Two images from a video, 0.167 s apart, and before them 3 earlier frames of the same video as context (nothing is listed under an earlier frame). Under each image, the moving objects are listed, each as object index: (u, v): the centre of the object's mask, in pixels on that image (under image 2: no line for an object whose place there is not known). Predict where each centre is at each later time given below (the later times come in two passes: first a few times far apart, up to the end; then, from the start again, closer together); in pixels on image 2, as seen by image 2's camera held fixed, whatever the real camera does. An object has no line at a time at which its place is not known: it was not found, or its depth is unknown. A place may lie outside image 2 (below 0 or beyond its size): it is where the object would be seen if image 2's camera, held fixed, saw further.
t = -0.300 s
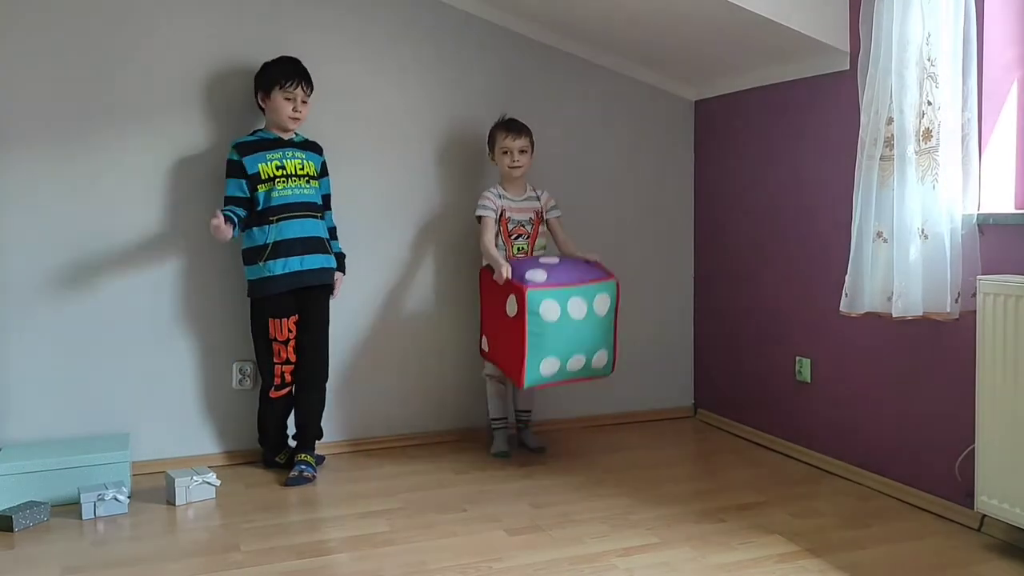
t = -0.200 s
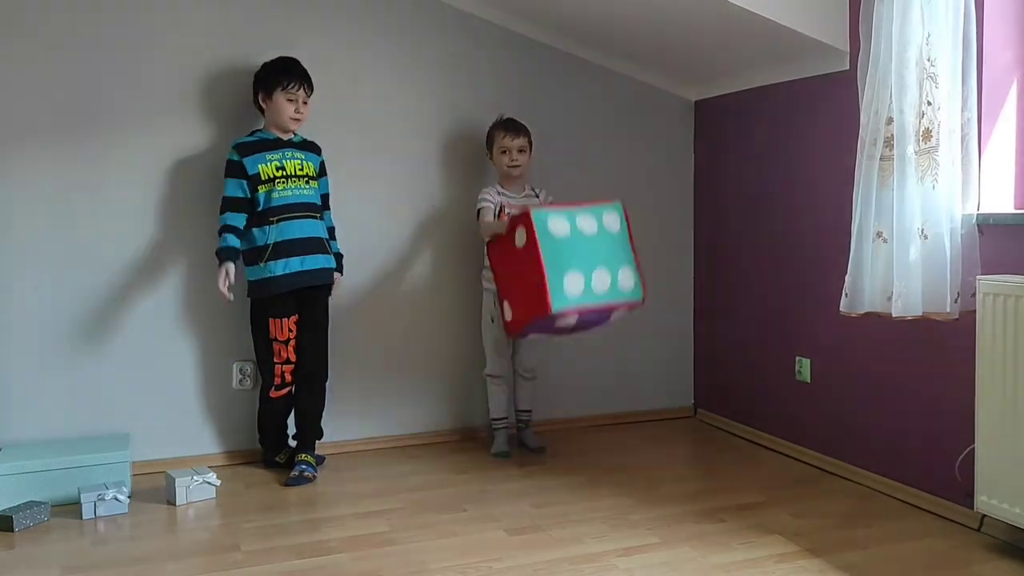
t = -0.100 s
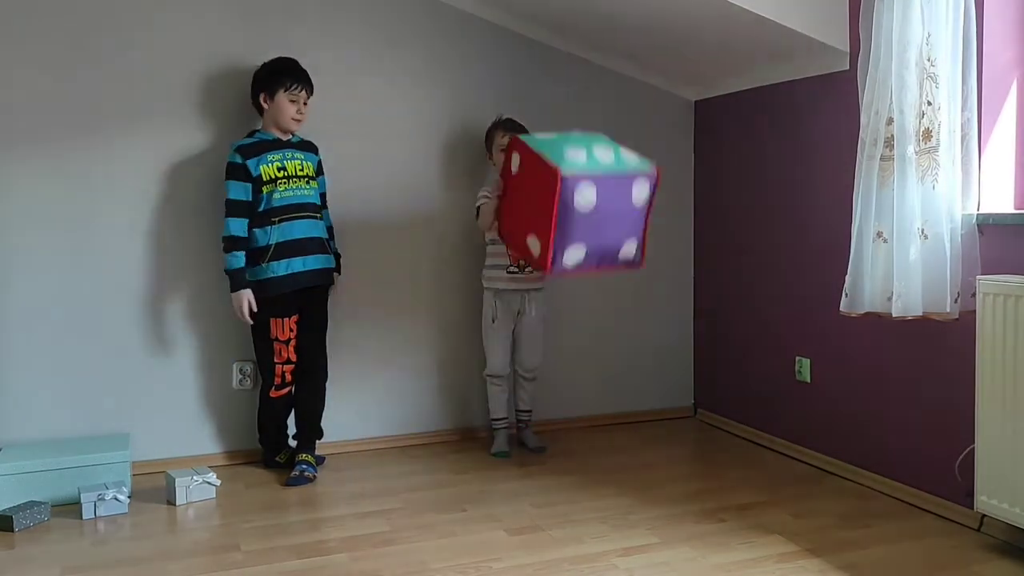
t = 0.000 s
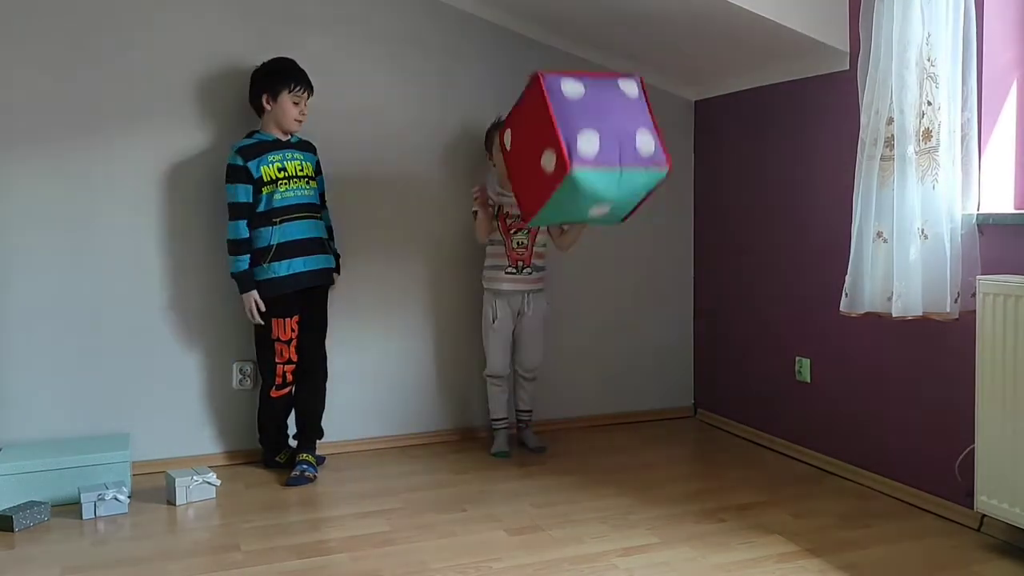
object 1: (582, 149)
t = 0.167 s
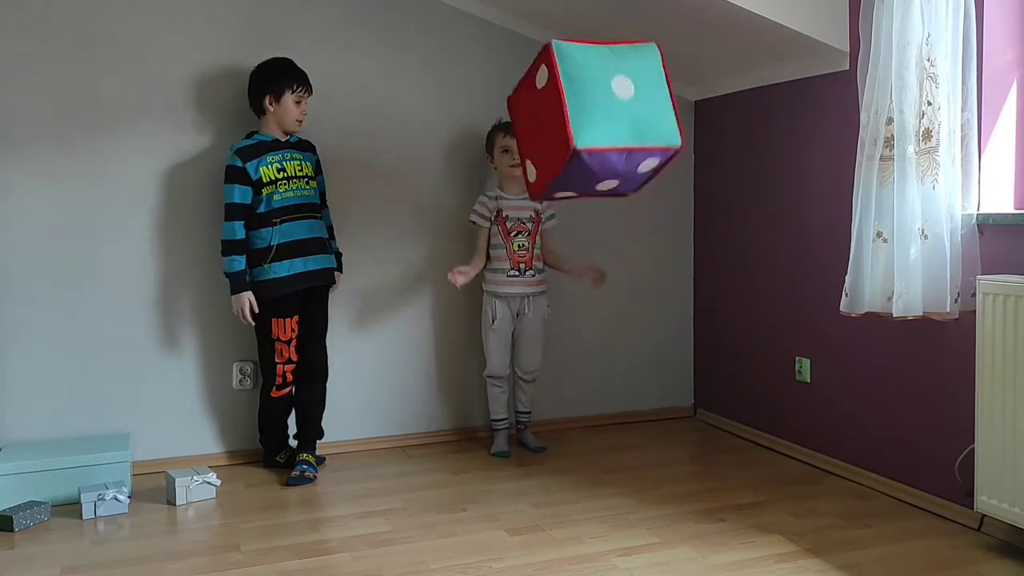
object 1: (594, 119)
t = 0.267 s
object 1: (601, 141)
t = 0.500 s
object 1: (624, 306)
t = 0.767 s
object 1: (620, 406)
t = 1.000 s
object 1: (591, 426)
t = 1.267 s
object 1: (548, 436)
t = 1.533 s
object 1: (523, 421)
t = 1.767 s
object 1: (519, 430)
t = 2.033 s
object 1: (522, 431)
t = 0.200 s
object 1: (596, 124)
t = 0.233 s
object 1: (598, 131)
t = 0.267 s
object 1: (601, 141)
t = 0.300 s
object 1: (606, 154)
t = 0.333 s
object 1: (608, 170)
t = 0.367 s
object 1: (610, 190)
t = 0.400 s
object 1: (612, 214)
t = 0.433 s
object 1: (616, 243)
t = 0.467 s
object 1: (620, 273)
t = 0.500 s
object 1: (624, 306)
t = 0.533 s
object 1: (627, 343)
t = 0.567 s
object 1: (629, 384)
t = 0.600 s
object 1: (632, 429)
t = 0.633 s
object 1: (635, 465)
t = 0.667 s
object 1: (635, 452)
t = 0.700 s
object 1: (630, 432)
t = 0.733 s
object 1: (625, 417)
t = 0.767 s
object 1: (620, 406)
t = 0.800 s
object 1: (615, 398)
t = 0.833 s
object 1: (610, 395)
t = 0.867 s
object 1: (606, 395)
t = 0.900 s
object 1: (602, 399)
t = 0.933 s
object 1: (599, 404)
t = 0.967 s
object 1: (595, 412)
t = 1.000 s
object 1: (591, 426)
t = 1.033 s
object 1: (587, 436)
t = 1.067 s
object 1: (581, 442)
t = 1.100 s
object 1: (575, 439)
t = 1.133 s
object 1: (569, 435)
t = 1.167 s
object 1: (563, 433)
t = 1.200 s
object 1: (557, 433)
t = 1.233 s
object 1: (551, 435)
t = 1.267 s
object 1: (548, 436)
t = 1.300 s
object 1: (543, 432)
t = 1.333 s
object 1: (539, 427)
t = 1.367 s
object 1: (536, 424)
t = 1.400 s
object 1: (533, 423)
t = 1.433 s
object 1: (530, 423)
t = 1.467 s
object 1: (528, 421)
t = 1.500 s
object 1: (525, 421)
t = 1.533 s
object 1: (523, 421)
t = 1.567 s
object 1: (522, 421)
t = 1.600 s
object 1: (520, 422)
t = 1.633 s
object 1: (519, 423)
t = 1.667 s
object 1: (519, 425)
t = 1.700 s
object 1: (518, 427)
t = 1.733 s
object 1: (518, 429)
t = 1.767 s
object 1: (519, 430)
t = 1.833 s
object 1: (520, 430)
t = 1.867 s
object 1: (520, 430)
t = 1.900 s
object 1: (521, 431)
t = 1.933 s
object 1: (522, 431)
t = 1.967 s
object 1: (522, 431)
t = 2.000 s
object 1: (522, 431)
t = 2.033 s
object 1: (522, 431)
